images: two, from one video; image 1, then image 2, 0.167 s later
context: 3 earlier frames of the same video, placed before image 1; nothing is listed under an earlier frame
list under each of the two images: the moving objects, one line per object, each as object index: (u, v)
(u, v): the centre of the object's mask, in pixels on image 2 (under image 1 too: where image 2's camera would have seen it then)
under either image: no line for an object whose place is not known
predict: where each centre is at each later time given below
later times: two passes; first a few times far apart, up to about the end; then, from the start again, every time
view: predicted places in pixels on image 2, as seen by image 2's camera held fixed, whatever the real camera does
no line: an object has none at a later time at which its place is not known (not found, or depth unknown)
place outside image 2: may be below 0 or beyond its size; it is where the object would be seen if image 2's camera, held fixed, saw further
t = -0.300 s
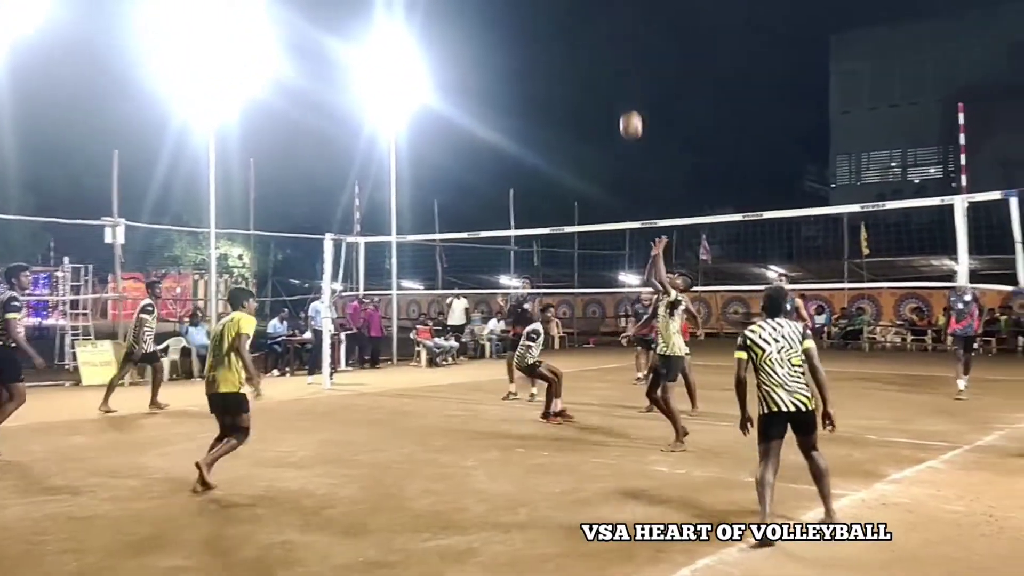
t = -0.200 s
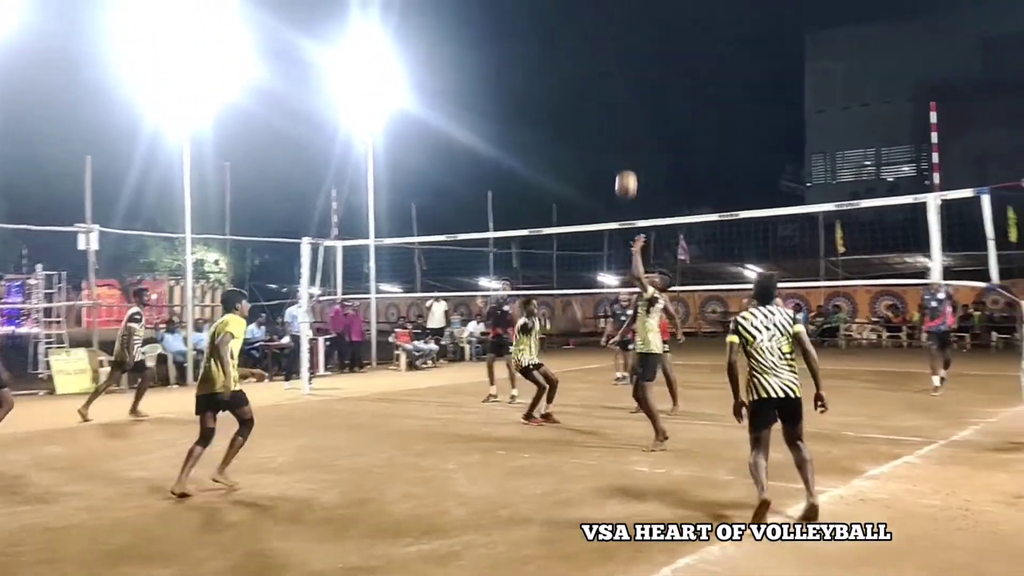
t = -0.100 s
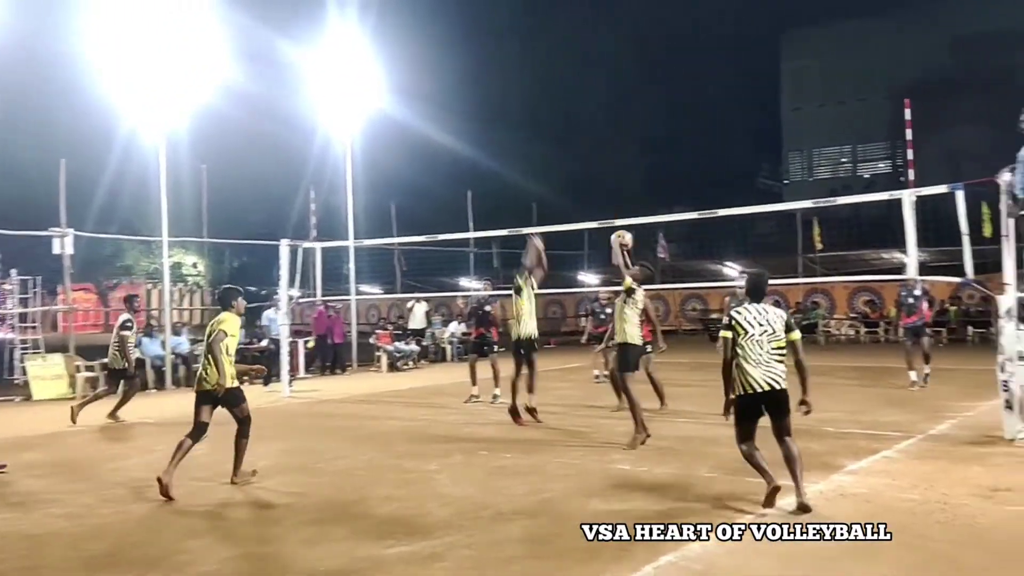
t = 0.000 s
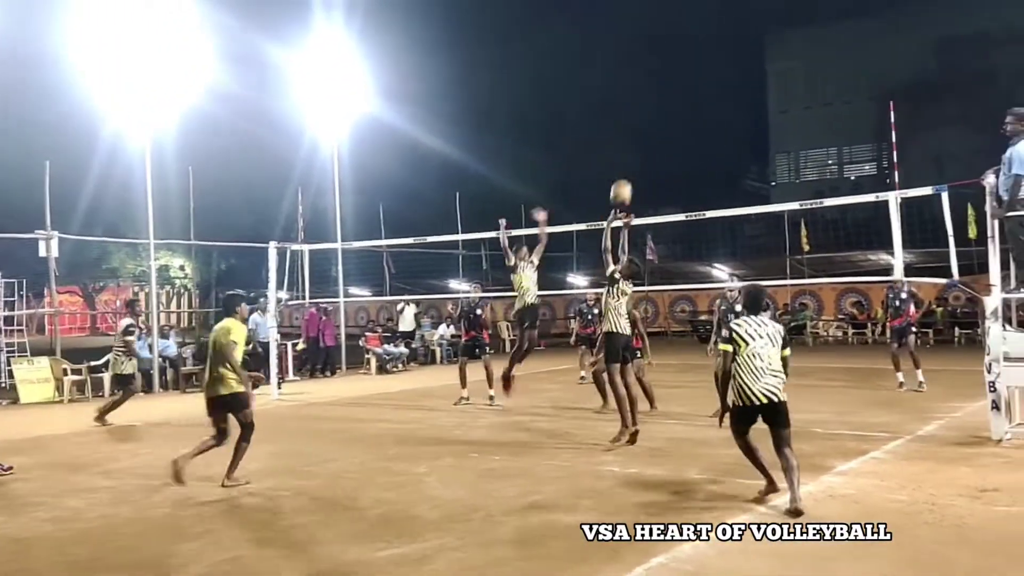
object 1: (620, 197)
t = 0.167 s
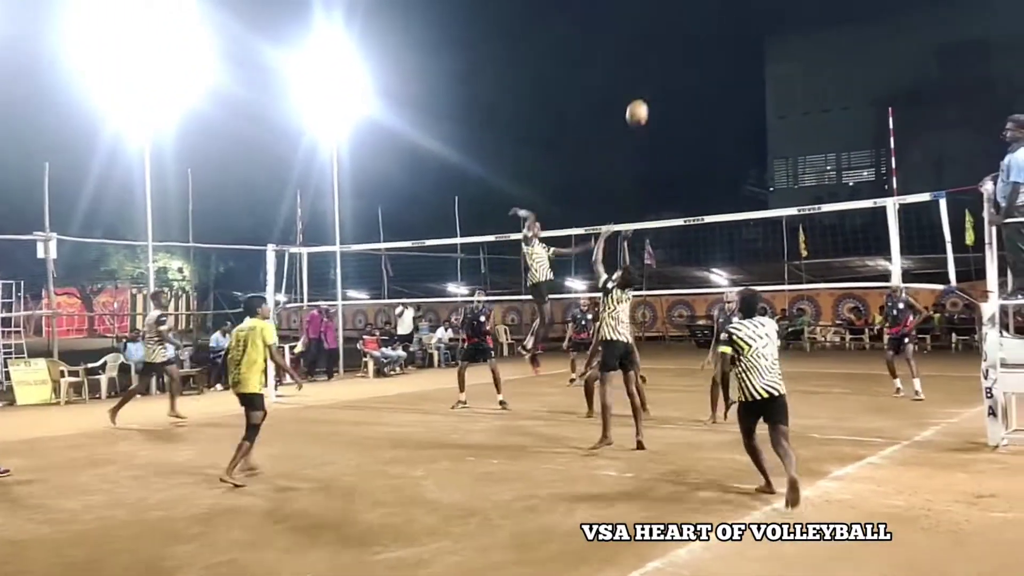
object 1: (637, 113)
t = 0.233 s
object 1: (644, 86)
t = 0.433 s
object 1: (665, 34)
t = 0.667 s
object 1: (691, 20)
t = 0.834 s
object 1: (710, 41)
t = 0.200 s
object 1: (641, 99)
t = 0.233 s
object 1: (644, 86)
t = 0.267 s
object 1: (647, 75)
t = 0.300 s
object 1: (651, 64)
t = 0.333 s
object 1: (654, 55)
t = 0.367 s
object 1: (657, 47)
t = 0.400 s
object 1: (661, 40)
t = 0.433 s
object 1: (665, 34)
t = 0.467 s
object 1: (669, 29)
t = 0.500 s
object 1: (672, 24)
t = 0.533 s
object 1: (676, 22)
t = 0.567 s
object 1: (680, 19)
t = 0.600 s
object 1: (684, 19)
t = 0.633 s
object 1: (687, 19)
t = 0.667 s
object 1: (691, 20)
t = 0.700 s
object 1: (695, 22)
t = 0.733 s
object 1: (698, 26)
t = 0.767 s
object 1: (702, 30)
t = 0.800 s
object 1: (706, 35)
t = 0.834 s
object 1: (710, 41)
